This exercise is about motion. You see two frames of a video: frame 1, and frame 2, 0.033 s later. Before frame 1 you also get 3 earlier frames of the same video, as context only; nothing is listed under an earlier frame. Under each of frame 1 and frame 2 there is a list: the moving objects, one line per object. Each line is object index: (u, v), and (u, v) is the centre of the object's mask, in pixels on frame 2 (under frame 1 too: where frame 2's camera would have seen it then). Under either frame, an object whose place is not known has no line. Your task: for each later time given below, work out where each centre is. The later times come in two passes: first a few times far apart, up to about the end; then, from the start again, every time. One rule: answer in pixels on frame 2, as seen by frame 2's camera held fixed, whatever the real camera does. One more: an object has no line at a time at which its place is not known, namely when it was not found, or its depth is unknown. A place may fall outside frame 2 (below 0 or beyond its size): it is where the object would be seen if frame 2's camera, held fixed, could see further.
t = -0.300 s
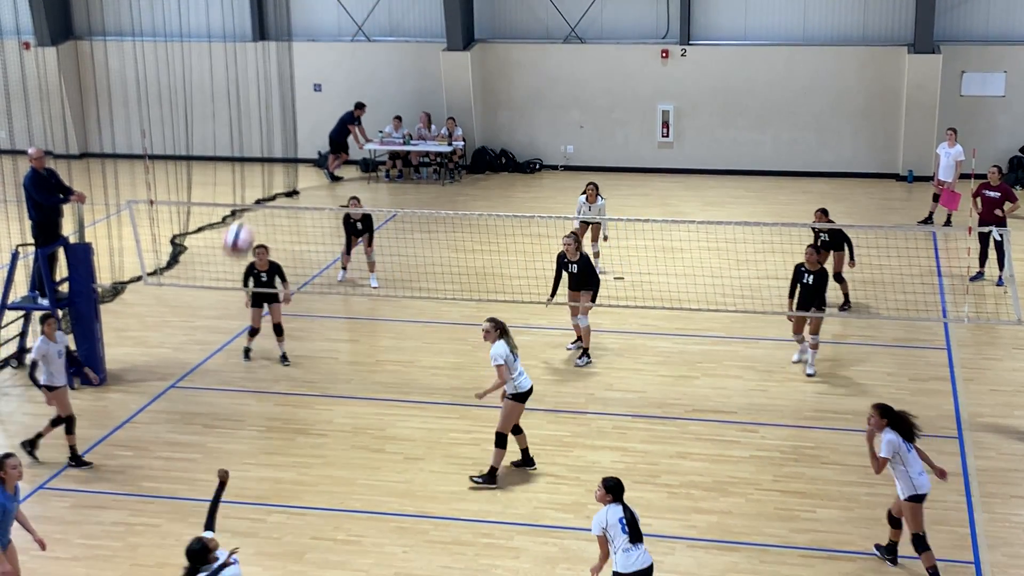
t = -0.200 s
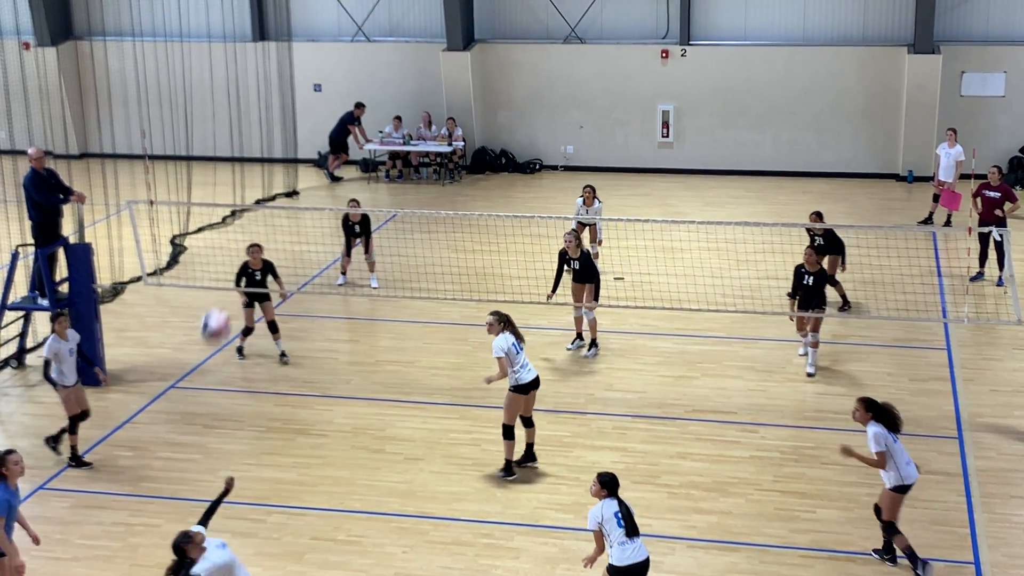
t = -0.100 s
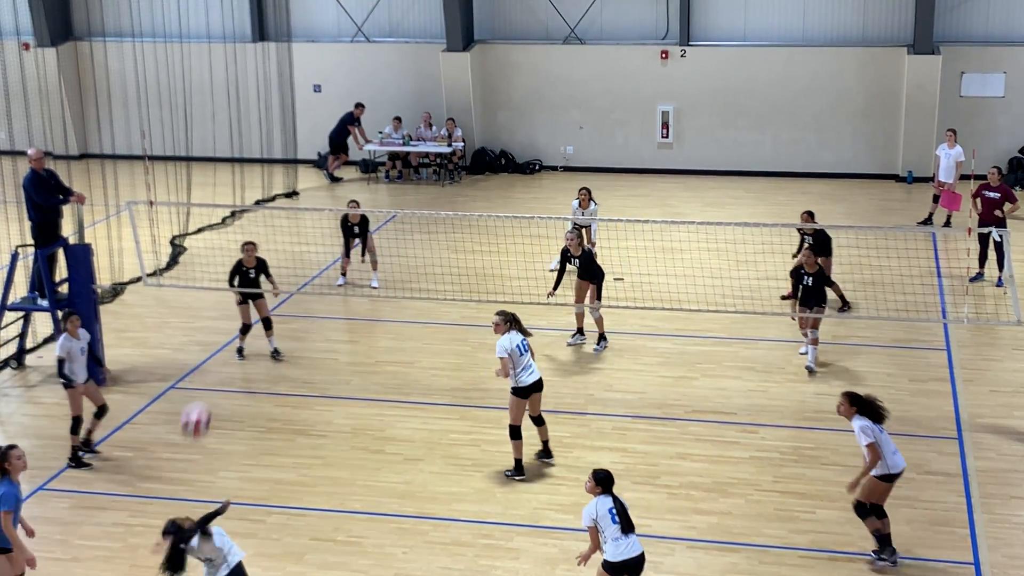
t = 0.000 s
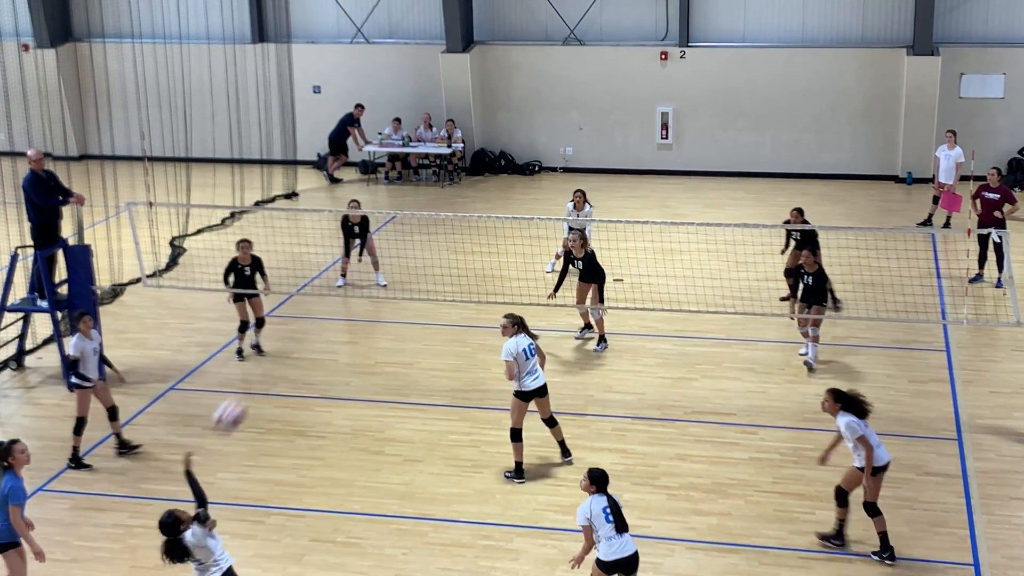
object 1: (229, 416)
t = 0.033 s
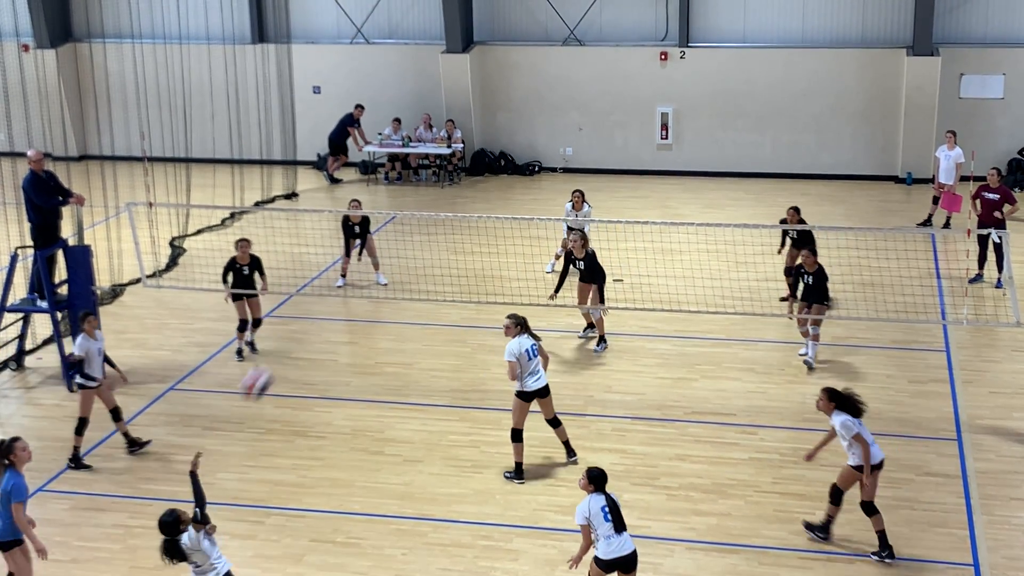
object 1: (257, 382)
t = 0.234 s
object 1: (397, 245)
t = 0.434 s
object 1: (501, 183)
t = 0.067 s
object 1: (283, 352)
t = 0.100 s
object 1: (307, 326)
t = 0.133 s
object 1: (332, 301)
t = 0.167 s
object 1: (355, 279)
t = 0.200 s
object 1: (376, 260)
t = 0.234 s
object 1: (397, 245)
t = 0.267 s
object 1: (416, 228)
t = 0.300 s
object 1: (435, 215)
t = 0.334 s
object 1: (453, 205)
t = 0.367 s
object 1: (470, 196)
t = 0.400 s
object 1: (485, 188)
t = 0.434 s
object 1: (501, 183)
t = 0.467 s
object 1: (516, 177)
